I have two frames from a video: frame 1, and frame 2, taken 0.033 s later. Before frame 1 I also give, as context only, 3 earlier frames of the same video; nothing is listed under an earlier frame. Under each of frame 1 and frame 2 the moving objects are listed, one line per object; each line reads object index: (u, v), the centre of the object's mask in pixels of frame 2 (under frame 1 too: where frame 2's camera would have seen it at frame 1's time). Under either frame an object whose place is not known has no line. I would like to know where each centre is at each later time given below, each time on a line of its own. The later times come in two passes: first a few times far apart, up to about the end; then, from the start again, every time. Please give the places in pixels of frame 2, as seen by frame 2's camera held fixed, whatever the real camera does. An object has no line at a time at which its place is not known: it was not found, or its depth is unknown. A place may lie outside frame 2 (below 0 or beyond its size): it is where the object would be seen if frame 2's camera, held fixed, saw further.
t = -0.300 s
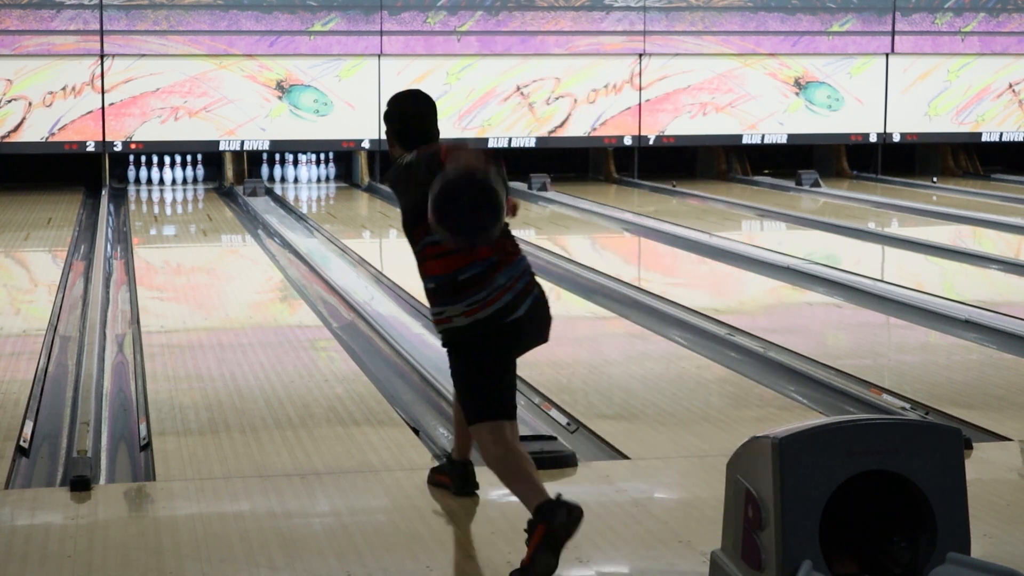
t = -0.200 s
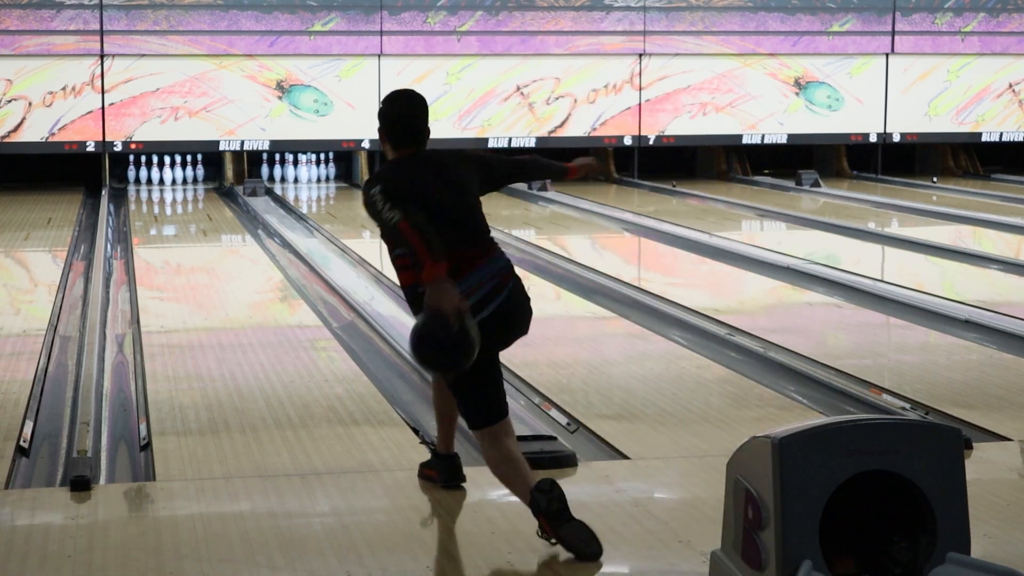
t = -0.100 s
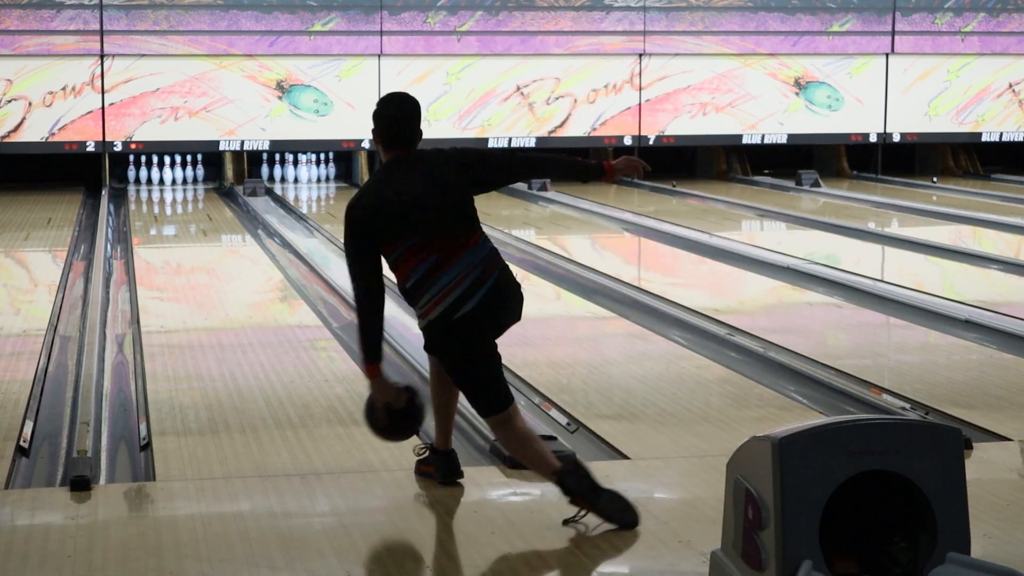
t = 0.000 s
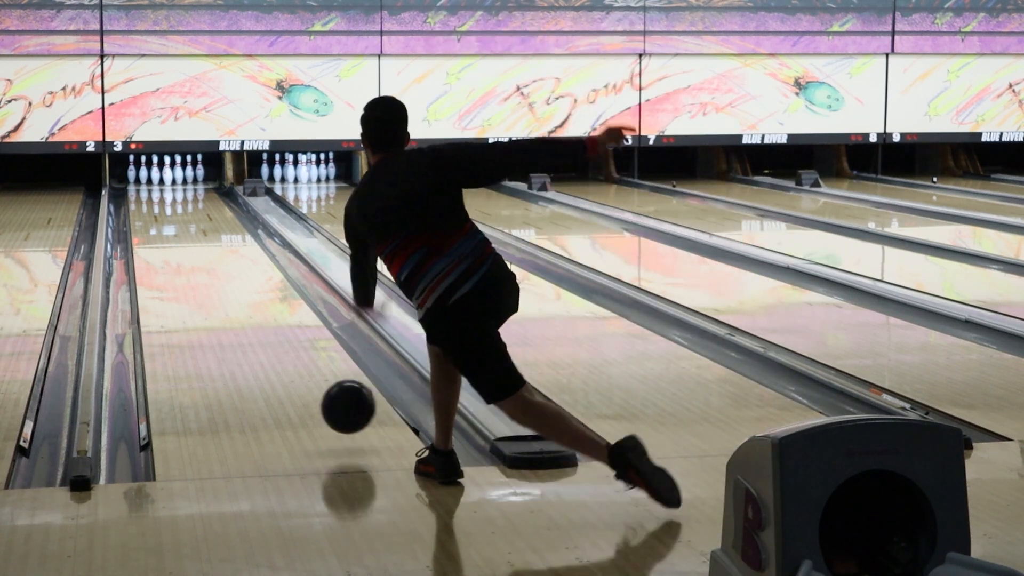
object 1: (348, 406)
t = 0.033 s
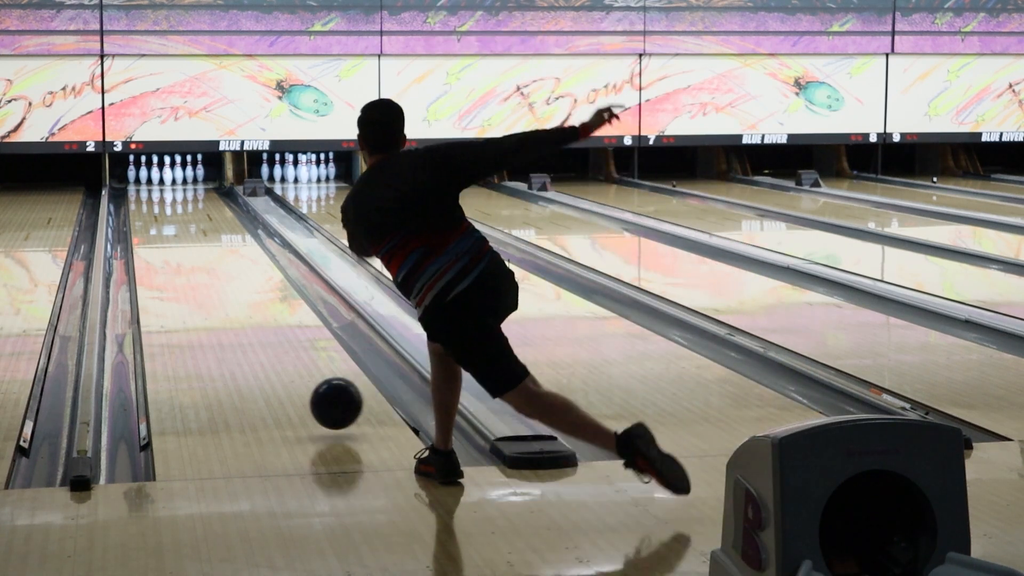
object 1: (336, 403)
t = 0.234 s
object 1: (279, 353)
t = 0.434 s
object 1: (239, 313)
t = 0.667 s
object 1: (206, 278)
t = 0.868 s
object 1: (185, 255)
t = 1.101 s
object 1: (167, 234)
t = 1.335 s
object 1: (153, 218)
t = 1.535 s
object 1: (146, 207)
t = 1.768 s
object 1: (146, 196)
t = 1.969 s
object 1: (150, 188)
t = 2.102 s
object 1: (155, 184)
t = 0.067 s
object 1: (325, 399)
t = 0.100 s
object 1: (314, 386)
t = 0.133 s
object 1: (305, 376)
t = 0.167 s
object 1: (296, 370)
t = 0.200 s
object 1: (287, 361)
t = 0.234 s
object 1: (279, 353)
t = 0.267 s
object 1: (271, 346)
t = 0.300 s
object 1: (264, 339)
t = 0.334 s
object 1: (257, 332)
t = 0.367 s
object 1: (251, 325)
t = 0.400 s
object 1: (245, 319)
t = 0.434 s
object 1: (239, 313)
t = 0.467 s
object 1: (233, 307)
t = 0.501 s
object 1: (228, 301)
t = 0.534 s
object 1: (223, 296)
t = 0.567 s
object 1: (219, 292)
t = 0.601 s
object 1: (214, 287)
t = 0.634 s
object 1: (210, 282)
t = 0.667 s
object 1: (206, 278)
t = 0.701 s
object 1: (202, 274)
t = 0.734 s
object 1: (198, 270)
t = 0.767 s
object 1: (195, 266)
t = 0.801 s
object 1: (191, 262)
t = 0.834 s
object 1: (188, 259)
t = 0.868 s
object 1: (185, 255)
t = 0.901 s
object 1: (182, 252)
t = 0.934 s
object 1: (179, 248)
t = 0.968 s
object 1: (177, 245)
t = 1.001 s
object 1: (174, 243)
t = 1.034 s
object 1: (172, 240)
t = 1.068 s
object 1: (169, 237)
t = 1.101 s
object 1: (167, 234)
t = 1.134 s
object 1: (165, 232)
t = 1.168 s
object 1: (163, 230)
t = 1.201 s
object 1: (161, 227)
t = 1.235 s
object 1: (159, 225)
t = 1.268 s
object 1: (157, 223)
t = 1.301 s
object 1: (155, 221)
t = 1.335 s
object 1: (153, 218)
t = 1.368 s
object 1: (152, 216)
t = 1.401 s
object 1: (150, 214)
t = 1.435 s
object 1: (149, 212)
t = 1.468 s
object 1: (148, 211)
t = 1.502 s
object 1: (147, 209)
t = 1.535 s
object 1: (146, 207)
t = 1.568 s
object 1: (146, 205)
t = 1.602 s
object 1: (145, 204)
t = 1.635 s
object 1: (145, 202)
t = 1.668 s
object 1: (145, 201)
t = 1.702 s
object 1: (145, 199)
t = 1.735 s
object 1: (145, 198)
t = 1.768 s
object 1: (146, 196)
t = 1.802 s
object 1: (146, 194)
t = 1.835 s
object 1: (147, 193)
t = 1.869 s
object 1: (148, 192)
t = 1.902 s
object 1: (148, 191)
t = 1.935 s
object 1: (149, 190)
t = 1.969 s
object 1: (150, 188)
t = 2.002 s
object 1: (151, 187)
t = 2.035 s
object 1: (152, 186)
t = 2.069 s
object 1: (153, 185)
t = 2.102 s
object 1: (155, 184)
